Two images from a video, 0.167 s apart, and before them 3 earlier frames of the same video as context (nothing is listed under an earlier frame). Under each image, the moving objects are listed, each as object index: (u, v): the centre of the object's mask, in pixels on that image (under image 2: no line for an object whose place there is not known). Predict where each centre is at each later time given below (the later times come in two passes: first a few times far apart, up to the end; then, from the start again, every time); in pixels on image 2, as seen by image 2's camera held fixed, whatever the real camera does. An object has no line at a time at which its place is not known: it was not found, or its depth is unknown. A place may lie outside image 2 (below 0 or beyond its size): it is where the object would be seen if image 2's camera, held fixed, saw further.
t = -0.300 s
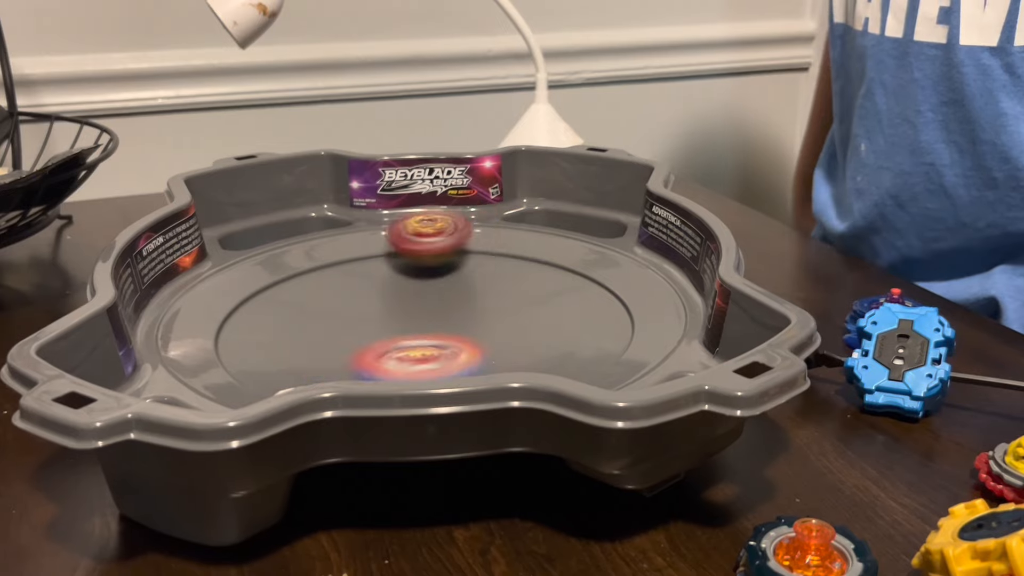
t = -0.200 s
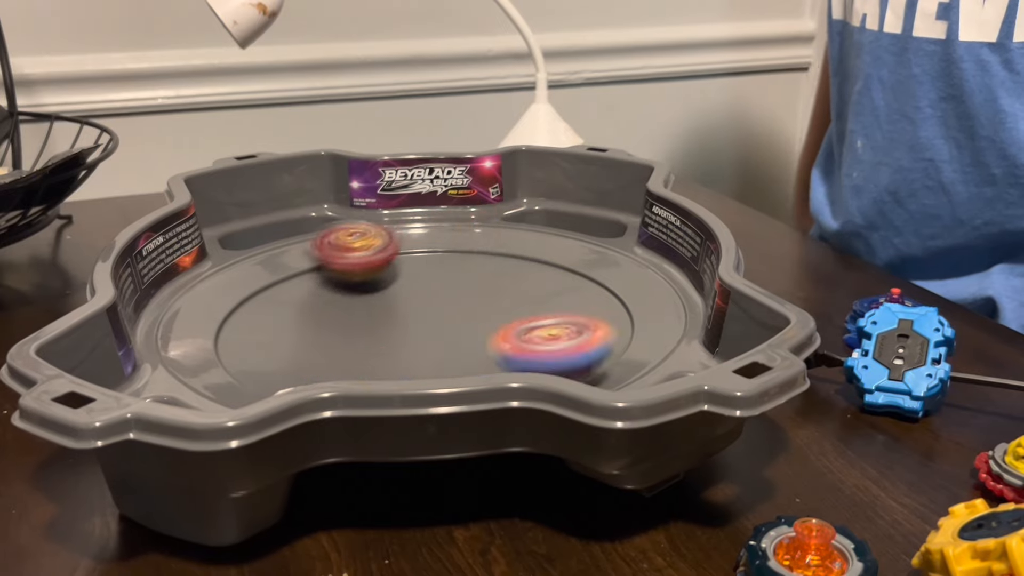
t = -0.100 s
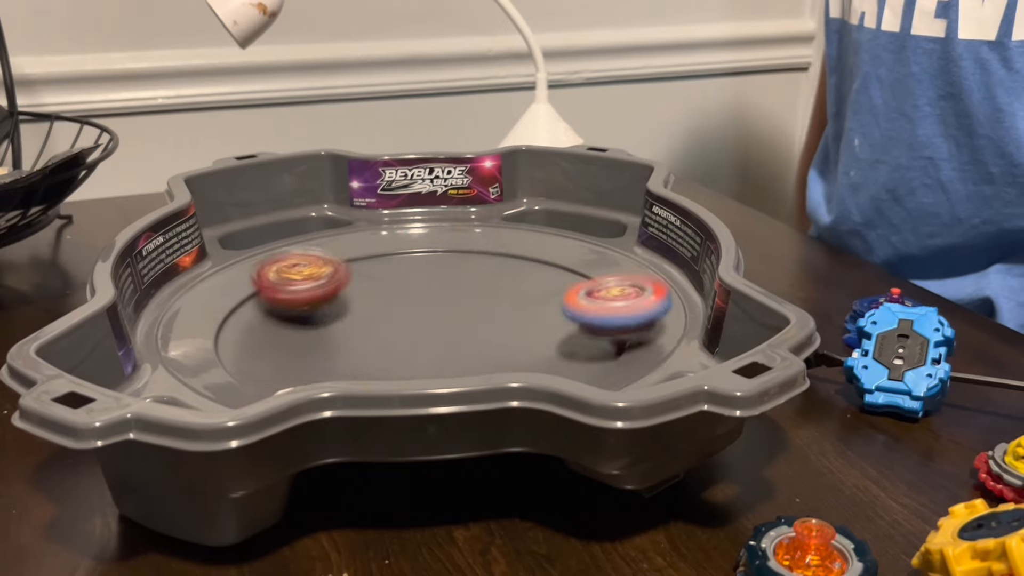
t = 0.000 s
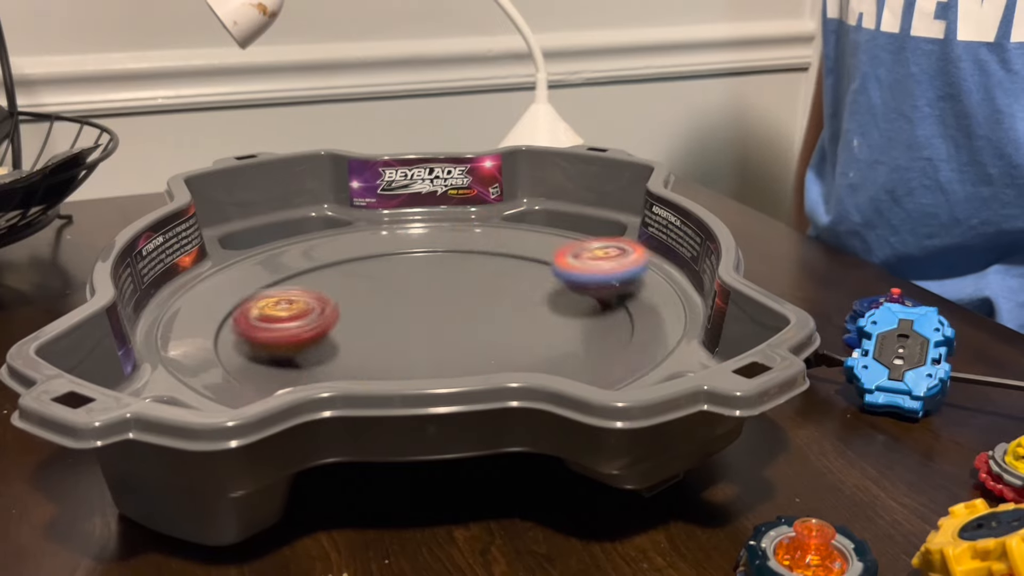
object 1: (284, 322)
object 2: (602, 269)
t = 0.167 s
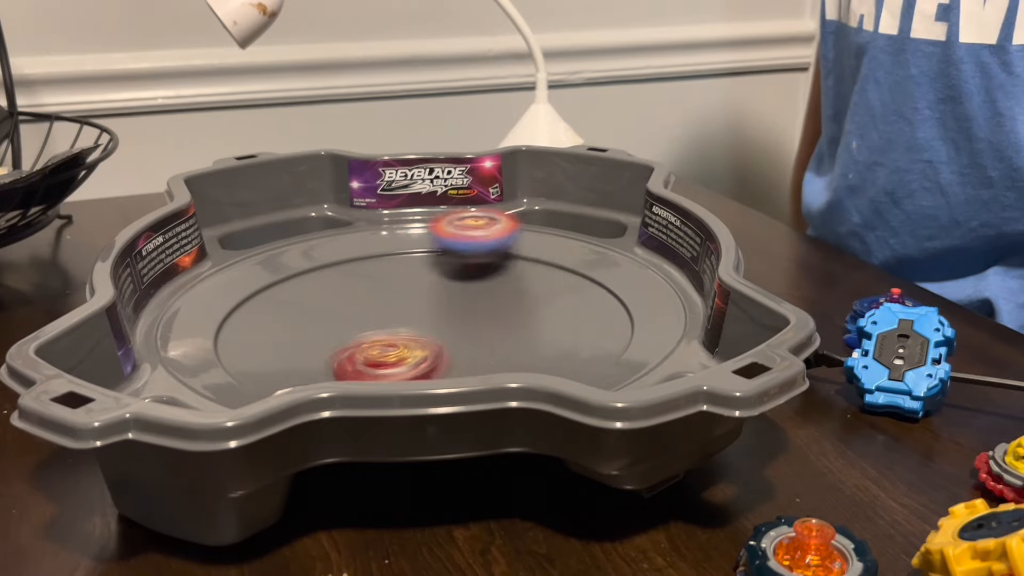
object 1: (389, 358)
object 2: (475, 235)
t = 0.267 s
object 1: (491, 354)
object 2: (379, 239)
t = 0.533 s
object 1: (592, 290)
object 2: (226, 313)
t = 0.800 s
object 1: (410, 265)
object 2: (462, 355)
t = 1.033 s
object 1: (258, 306)
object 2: (604, 288)
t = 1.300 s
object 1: (366, 360)
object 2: (438, 229)
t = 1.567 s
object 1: (562, 316)
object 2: (247, 280)
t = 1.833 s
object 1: (461, 249)
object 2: (361, 356)
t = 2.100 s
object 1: (295, 279)
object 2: (608, 313)
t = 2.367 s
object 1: (373, 354)
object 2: (514, 240)
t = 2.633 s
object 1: (585, 319)
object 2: (305, 271)
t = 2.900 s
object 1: (512, 264)
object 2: (301, 350)
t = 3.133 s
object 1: (346, 283)
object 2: (524, 347)
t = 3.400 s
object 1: (304, 351)
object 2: (567, 275)
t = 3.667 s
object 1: (512, 346)
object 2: (385, 251)
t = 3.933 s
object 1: (515, 279)
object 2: (256, 310)
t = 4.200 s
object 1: (346, 266)
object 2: (427, 354)
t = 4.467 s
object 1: (310, 336)
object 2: (573, 295)
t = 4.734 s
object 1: (512, 342)
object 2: (453, 247)
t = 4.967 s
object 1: (558, 282)
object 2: (307, 281)
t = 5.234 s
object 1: (402, 275)
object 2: (355, 351)
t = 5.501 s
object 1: (307, 337)
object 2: (560, 328)
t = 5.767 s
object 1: (471, 352)
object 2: (516, 267)
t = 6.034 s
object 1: (523, 297)
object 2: (339, 274)
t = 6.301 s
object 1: (380, 271)
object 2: (301, 340)
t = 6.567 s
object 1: (306, 324)
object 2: (504, 342)
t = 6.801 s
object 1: (442, 350)
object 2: (540, 284)
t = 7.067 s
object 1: (555, 299)
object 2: (400, 259)
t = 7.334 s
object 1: (438, 277)
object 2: (303, 317)
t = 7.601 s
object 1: (324, 322)
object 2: (451, 349)
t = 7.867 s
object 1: (425, 357)
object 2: (558, 299)
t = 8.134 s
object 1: (527, 315)
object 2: (435, 266)
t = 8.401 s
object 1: (427, 276)
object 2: (308, 308)
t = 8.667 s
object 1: (317, 307)
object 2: (397, 352)
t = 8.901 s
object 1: (392, 348)
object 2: (534, 322)
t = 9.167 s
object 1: (538, 320)
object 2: (475, 269)
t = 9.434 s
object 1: (483, 278)
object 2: (337, 285)
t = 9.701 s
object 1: (349, 297)
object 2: (360, 343)
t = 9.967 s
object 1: (369, 351)
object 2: (524, 331)
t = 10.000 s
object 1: (386, 355)
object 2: (536, 325)
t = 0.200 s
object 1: (423, 358)
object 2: (443, 235)
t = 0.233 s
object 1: (456, 356)
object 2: (412, 236)
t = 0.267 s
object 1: (491, 354)
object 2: (379, 239)
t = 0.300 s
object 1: (524, 350)
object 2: (347, 242)
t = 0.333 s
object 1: (553, 346)
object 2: (319, 247)
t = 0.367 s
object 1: (577, 342)
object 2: (291, 251)
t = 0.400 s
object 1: (592, 331)
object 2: (266, 263)
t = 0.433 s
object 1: (600, 321)
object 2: (244, 273)
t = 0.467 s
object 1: (604, 311)
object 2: (232, 285)
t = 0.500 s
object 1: (601, 300)
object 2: (225, 299)
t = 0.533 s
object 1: (592, 290)
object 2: (226, 313)
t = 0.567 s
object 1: (579, 282)
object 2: (230, 326)
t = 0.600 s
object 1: (563, 275)
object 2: (245, 339)
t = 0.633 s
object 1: (543, 270)
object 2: (268, 350)
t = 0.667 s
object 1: (520, 266)
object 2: (298, 355)
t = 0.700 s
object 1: (494, 264)
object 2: (334, 358)
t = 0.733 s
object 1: (467, 262)
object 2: (376, 359)
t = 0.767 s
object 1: (439, 263)
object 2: (419, 358)
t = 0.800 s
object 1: (410, 265)
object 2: (462, 355)
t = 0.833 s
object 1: (383, 266)
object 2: (504, 351)
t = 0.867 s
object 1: (357, 270)
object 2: (539, 344)
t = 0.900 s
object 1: (332, 274)
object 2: (568, 339)
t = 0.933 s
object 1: (308, 281)
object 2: (587, 328)
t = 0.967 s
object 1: (289, 288)
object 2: (600, 314)
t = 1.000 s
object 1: (272, 296)
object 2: (604, 299)
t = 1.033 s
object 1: (258, 306)
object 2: (604, 288)
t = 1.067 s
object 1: (250, 315)
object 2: (595, 275)
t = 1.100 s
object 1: (247, 324)
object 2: (582, 264)
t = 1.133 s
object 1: (251, 334)
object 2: (566, 254)
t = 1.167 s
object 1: (261, 344)
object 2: (543, 245)
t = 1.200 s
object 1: (277, 354)
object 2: (520, 237)
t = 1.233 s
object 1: (302, 357)
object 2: (493, 232)
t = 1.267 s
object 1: (332, 359)
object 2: (467, 230)
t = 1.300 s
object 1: (366, 360)
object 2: (438, 229)
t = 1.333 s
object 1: (401, 360)
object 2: (410, 229)
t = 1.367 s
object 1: (435, 358)
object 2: (381, 231)
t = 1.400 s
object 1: (468, 355)
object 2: (352, 235)
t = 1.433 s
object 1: (497, 350)
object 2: (326, 240)
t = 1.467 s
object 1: (522, 345)
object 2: (302, 247)
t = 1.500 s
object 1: (542, 338)
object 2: (279, 256)
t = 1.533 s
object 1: (555, 328)
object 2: (262, 267)
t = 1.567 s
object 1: (562, 316)
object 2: (247, 280)
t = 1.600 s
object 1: (562, 304)
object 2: (238, 293)
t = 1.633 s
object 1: (557, 292)
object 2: (236, 305)
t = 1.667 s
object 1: (549, 282)
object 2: (239, 318)
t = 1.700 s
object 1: (536, 273)
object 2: (251, 330)
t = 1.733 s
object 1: (520, 266)
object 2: (269, 340)
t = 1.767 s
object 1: (502, 259)
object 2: (295, 348)
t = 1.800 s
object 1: (481, 253)
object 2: (326, 354)
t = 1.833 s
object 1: (461, 249)
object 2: (361, 356)
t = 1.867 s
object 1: (438, 247)
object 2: (401, 357)
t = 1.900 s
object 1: (413, 248)
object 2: (439, 355)
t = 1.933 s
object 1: (389, 248)
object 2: (477, 353)
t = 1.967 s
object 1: (366, 251)
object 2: (514, 348)
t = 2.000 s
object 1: (345, 256)
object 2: (546, 342)
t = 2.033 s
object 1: (325, 261)
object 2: (574, 337)
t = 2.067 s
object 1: (308, 270)
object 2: (594, 325)
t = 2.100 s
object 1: (295, 279)
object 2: (608, 313)
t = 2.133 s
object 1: (286, 290)
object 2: (614, 300)
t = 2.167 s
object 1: (281, 302)
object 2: (615, 288)
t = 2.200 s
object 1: (282, 315)
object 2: (610, 277)
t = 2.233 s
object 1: (289, 326)
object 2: (597, 266)
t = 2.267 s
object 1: (301, 337)
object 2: (582, 258)
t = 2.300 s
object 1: (320, 345)
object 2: (562, 249)
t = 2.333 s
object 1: (345, 350)
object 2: (538, 244)
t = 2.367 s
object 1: (373, 354)
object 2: (514, 240)
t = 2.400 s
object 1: (404, 355)
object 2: (487, 238)
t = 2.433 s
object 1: (437, 354)
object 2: (461, 238)
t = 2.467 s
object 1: (469, 353)
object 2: (431, 240)
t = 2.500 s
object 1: (500, 349)
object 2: (402, 243)
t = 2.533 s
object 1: (529, 343)
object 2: (375, 247)
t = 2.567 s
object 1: (553, 338)
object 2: (349, 253)
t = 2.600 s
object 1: (571, 328)
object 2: (326, 258)
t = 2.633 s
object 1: (585, 319)
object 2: (305, 271)
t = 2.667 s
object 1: (592, 309)
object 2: (285, 282)
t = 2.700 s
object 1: (594, 299)
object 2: (271, 292)
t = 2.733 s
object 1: (591, 289)
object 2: (262, 304)
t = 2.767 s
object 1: (582, 281)
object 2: (258, 314)
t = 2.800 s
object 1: (569, 275)
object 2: (259, 325)
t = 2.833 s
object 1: (553, 269)
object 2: (267, 336)
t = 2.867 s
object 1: (533, 266)
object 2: (280, 346)
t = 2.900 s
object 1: (512, 264)
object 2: (301, 350)
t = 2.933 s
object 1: (488, 263)
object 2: (325, 355)
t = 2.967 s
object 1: (464, 263)
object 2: (356, 357)
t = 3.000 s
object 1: (440, 265)
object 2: (390, 358)
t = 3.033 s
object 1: (415, 269)
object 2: (424, 357)
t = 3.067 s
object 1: (391, 274)
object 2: (459, 355)
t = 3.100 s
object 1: (368, 277)
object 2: (494, 352)
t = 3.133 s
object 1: (346, 283)
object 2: (524, 347)
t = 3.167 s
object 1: (326, 291)
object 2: (549, 341)
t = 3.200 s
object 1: (309, 299)
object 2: (569, 333)
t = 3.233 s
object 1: (296, 308)
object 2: (584, 324)
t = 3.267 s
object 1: (287, 318)
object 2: (591, 313)
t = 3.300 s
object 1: (283, 326)
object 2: (592, 303)
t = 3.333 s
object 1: (284, 335)
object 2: (588, 292)
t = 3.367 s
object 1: (291, 344)
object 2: (581, 284)
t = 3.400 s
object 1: (304, 351)
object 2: (567, 275)
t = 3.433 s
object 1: (322, 355)
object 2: (551, 268)
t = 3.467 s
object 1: (346, 358)
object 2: (530, 259)
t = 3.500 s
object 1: (373, 360)
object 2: (509, 255)
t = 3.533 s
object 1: (402, 359)
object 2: (485, 251)
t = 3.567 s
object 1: (433, 357)
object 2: (462, 249)
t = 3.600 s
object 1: (461, 355)
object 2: (435, 246)
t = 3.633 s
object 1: (488, 351)
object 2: (410, 246)
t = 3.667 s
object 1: (512, 346)
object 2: (385, 251)
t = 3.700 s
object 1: (530, 341)
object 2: (361, 254)
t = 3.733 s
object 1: (542, 335)
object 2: (339, 258)
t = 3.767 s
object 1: (548, 325)
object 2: (315, 264)
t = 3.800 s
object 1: (549, 314)
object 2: (297, 271)
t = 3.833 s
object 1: (546, 304)
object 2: (281, 279)
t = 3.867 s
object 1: (538, 295)
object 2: (269, 289)
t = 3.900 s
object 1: (528, 288)
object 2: (260, 299)
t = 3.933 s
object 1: (515, 279)
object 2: (256, 310)
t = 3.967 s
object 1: (498, 272)
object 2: (258, 320)
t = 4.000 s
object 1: (479, 266)
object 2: (267, 331)
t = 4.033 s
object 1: (459, 263)
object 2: (283, 339)
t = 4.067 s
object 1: (436, 261)
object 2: (303, 347)
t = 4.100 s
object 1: (414, 259)
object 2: (330, 351)
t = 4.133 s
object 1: (392, 259)
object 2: (361, 354)
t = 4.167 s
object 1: (369, 261)
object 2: (393, 354)
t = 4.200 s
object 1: (346, 266)
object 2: (427, 354)
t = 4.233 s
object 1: (329, 272)
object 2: (460, 351)
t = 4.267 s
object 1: (314, 277)
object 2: (490, 348)
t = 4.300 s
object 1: (301, 286)
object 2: (518, 342)
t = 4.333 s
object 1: (294, 295)
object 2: (539, 335)
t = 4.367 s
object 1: (289, 307)
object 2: (556, 326)
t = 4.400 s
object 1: (290, 317)
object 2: (567, 315)
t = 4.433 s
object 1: (298, 328)
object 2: (573, 305)
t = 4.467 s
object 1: (310, 336)
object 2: (573, 295)
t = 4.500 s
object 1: (328, 345)
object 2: (569, 285)
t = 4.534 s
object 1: (351, 350)
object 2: (559, 276)
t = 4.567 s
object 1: (378, 351)
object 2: (548, 269)
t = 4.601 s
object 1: (407, 352)
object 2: (533, 263)
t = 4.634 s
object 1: (435, 352)
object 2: (515, 255)
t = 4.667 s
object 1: (464, 351)
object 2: (496, 250)
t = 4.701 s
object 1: (489, 347)
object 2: (475, 247)
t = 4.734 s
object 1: (512, 342)
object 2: (453, 247)
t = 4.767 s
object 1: (535, 338)
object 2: (428, 248)
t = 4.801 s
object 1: (552, 329)
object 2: (405, 249)
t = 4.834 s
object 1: (564, 318)
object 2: (382, 252)
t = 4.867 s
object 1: (570, 308)
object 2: (361, 257)
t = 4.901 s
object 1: (571, 298)
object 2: (340, 264)
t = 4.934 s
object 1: (567, 290)
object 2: (322, 272)
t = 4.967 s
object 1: (558, 282)
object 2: (307, 281)
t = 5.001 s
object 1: (545, 277)
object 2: (293, 294)
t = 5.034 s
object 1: (528, 272)
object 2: (288, 302)
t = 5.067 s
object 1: (511, 269)
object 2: (285, 314)
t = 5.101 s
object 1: (491, 267)
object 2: (287, 323)
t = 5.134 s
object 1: (469, 267)
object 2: (296, 333)
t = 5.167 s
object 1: (446, 269)
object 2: (310, 340)
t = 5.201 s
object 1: (424, 272)
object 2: (330, 347)
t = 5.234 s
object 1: (402, 275)
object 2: (355, 351)
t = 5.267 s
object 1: (379, 281)
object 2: (381, 354)
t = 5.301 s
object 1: (361, 288)
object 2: (410, 354)
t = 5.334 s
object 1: (346, 294)
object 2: (442, 353)
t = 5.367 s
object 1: (330, 302)
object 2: (471, 350)
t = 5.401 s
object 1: (319, 310)
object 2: (498, 346)
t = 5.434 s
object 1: (311, 318)
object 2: (523, 341)
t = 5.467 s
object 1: (307, 328)
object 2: (544, 335)
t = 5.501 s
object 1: (307, 337)
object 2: (560, 328)
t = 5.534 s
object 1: (315, 344)
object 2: (570, 319)
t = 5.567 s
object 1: (327, 349)
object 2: (576, 309)
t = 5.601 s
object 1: (345, 353)
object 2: (576, 300)
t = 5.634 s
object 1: (367, 357)
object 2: (572, 291)
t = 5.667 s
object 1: (389, 357)
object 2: (564, 285)
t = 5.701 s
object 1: (416, 357)
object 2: (551, 278)
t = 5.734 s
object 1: (444, 356)
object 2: (534, 272)
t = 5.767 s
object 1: (471, 352)
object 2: (516, 267)
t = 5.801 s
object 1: (493, 348)
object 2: (495, 264)
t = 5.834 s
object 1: (513, 344)
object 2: (473, 261)
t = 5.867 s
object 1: (525, 338)
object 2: (450, 260)
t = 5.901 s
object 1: (533, 331)
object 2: (427, 260)
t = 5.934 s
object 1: (537, 322)
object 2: (404, 262)
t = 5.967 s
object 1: (537, 313)
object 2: (381, 264)
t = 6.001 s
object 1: (532, 305)
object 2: (359, 269)
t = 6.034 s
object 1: (523, 297)
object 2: (339, 274)
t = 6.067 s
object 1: (511, 290)
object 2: (321, 280)
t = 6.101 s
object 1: (495, 284)
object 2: (305, 288)
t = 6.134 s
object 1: (481, 279)
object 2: (292, 298)
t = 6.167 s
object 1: (464, 275)
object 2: (284, 307)
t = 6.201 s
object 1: (443, 270)
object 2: (282, 313)
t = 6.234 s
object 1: (423, 271)
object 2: (283, 323)
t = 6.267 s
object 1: (402, 269)
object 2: (289, 332)
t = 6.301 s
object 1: (380, 271)
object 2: (301, 340)
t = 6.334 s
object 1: (364, 274)
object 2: (319, 344)
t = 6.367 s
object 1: (347, 276)
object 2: (341, 350)
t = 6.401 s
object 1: (329, 282)
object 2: (367, 352)
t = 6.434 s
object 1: (318, 288)
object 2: (395, 353)
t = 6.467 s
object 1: (307, 296)
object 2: (425, 353)
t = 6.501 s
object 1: (301, 307)
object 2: (453, 350)
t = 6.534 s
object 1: (302, 314)
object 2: (480, 347)
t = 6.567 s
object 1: (306, 324)
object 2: (504, 342)
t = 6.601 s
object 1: (314, 334)
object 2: (523, 335)
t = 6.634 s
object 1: (327, 341)
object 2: (538, 328)
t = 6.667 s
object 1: (347, 345)
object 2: (547, 319)
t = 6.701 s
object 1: (369, 348)
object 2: (552, 309)
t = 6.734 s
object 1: (395, 351)
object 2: (551, 299)
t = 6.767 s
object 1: (420, 352)
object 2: (548, 293)
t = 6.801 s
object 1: (442, 350)
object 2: (540, 284)
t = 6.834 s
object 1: (468, 347)
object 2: (530, 278)
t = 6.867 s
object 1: (493, 344)
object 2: (517, 272)
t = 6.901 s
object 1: (514, 338)
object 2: (499, 264)
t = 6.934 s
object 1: (531, 333)
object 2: (481, 260)
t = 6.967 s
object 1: (541, 325)
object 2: (462, 258)
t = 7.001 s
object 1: (550, 316)
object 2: (441, 257)
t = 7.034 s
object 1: (556, 308)
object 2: (420, 257)
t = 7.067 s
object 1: (555, 299)
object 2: (400, 259)
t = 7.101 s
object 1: (550, 293)
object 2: (378, 262)
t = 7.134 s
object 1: (540, 286)
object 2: (359, 267)
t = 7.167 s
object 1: (527, 280)
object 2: (342, 272)
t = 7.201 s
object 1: (515, 276)
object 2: (327, 280)
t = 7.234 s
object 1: (496, 273)
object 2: (315, 289)
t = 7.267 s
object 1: (478, 272)
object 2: (307, 298)
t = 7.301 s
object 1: (457, 273)
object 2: (303, 307)
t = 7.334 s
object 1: (438, 277)
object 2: (303, 317)
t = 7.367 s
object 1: (419, 279)
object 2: (308, 326)
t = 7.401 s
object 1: (399, 283)
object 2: (318, 334)
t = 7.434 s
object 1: (383, 285)
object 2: (333, 339)
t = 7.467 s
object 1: (363, 288)
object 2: (351, 345)
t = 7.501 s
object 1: (351, 296)
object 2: (374, 349)
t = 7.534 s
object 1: (338, 305)
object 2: (398, 351)
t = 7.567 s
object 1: (330, 316)
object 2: (424, 351)
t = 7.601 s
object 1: (324, 322)
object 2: (451, 349)
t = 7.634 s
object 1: (322, 331)
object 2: (476, 347)
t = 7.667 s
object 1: (325, 337)
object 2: (499, 343)
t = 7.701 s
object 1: (332, 344)
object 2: (520, 338)
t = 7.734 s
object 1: (342, 348)
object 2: (536, 331)
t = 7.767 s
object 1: (357, 352)
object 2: (549, 325)
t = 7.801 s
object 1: (378, 356)
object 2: (557, 316)
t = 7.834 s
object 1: (400, 355)
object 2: (559, 307)
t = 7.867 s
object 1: (425, 357)
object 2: (558, 299)
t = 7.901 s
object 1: (444, 354)
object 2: (552, 291)
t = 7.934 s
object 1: (469, 352)
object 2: (542, 284)
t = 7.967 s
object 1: (489, 346)
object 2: (530, 278)
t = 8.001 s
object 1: (506, 344)
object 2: (514, 273)
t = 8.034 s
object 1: (515, 338)
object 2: (496, 268)
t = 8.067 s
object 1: (523, 331)
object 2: (476, 266)
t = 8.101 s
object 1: (528, 323)
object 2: (456, 266)
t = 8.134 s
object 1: (527, 315)
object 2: (435, 266)
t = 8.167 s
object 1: (523, 308)
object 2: (414, 268)
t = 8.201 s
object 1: (514, 300)
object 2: (394, 271)
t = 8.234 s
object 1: (506, 294)
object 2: (375, 274)
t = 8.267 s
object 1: (493, 288)
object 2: (357, 280)
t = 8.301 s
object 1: (479, 283)
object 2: (341, 285)
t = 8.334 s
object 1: (461, 279)
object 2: (326, 293)
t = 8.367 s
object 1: (447, 277)
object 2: (315, 301)
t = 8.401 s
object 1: (427, 276)
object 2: (308, 308)
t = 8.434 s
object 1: (409, 276)
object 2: (304, 316)
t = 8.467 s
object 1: (389, 276)
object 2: (304, 324)
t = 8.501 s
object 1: (375, 277)
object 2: (310, 333)
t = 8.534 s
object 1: (358, 279)
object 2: (319, 339)
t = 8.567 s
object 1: (344, 282)
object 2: (334, 342)
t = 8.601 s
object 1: (329, 289)
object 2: (353, 347)
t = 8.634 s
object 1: (322, 297)
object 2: (374, 350)
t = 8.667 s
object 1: (317, 307)
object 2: (397, 352)
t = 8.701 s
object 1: (315, 315)
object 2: (423, 351)
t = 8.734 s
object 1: (317, 324)
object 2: (448, 350)
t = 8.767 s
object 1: (326, 331)
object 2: (472, 346)
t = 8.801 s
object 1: (337, 339)
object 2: (493, 342)
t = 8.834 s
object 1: (351, 343)
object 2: (510, 336)
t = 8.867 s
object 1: (370, 348)
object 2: (524, 330)
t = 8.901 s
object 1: (392, 348)
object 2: (534, 322)
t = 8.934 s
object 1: (415, 351)
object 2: (538, 314)
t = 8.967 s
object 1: (435, 349)
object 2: (538, 306)
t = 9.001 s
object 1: (460, 347)
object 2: (534, 297)
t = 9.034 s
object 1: (482, 343)
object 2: (527, 286)
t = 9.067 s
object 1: (501, 340)
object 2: (516, 281)
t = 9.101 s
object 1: (515, 335)
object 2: (503, 274)
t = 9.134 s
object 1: (529, 327)
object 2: (489, 272)
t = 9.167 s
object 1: (538, 320)
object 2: (475, 269)
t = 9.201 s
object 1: (542, 313)
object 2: (458, 266)
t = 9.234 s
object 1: (543, 306)
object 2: (440, 264)
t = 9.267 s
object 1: (542, 299)
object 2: (421, 265)
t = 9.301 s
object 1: (536, 294)
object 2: (402, 265)
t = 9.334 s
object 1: (525, 289)
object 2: (384, 268)
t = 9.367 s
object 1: (515, 284)
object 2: (366, 272)
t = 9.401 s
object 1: (498, 280)
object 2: (350, 277)
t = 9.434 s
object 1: (483, 278)
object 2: (337, 285)
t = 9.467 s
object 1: (463, 278)
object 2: (327, 293)
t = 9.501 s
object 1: (449, 280)
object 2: (320, 301)
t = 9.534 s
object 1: (430, 283)
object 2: (316, 310)
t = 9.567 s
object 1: (410, 284)
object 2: (317, 318)
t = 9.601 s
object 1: (396, 288)
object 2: (322, 326)
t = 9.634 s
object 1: (382, 288)
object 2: (330, 334)
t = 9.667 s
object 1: (367, 291)
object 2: (344, 341)
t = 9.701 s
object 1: (349, 297)
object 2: (360, 343)
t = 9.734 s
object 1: (340, 304)
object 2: (380, 347)
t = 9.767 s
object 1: (332, 317)
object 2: (402, 348)
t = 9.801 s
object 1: (330, 326)
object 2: (426, 348)
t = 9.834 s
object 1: (331, 334)
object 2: (449, 347)
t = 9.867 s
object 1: (334, 338)
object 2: (470, 344)
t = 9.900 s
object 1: (341, 344)
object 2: (491, 341)
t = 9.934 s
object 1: (352, 348)
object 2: (509, 336)
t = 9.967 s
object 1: (369, 351)
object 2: (524, 331)
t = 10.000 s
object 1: (386, 355)
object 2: (536, 325)
